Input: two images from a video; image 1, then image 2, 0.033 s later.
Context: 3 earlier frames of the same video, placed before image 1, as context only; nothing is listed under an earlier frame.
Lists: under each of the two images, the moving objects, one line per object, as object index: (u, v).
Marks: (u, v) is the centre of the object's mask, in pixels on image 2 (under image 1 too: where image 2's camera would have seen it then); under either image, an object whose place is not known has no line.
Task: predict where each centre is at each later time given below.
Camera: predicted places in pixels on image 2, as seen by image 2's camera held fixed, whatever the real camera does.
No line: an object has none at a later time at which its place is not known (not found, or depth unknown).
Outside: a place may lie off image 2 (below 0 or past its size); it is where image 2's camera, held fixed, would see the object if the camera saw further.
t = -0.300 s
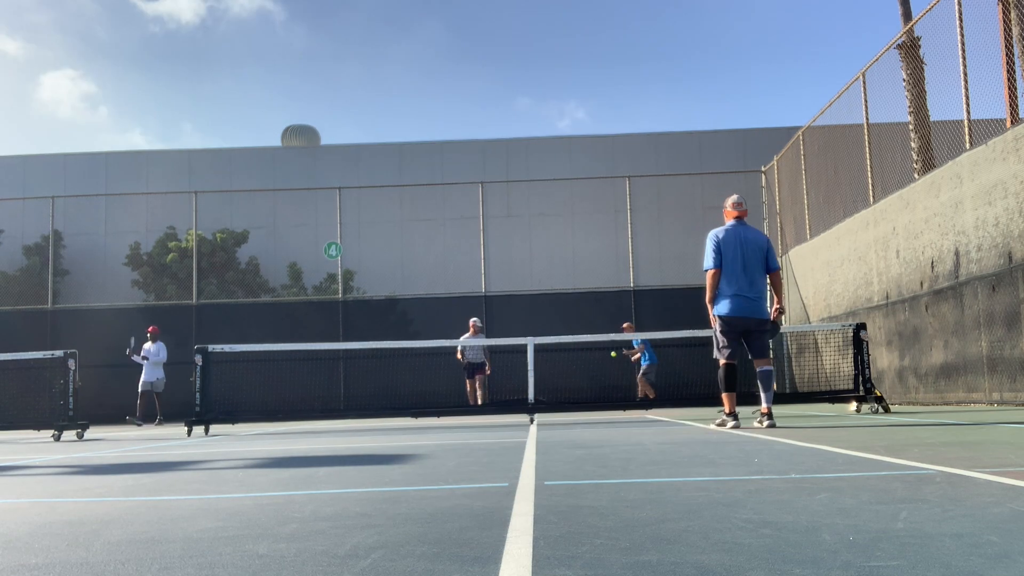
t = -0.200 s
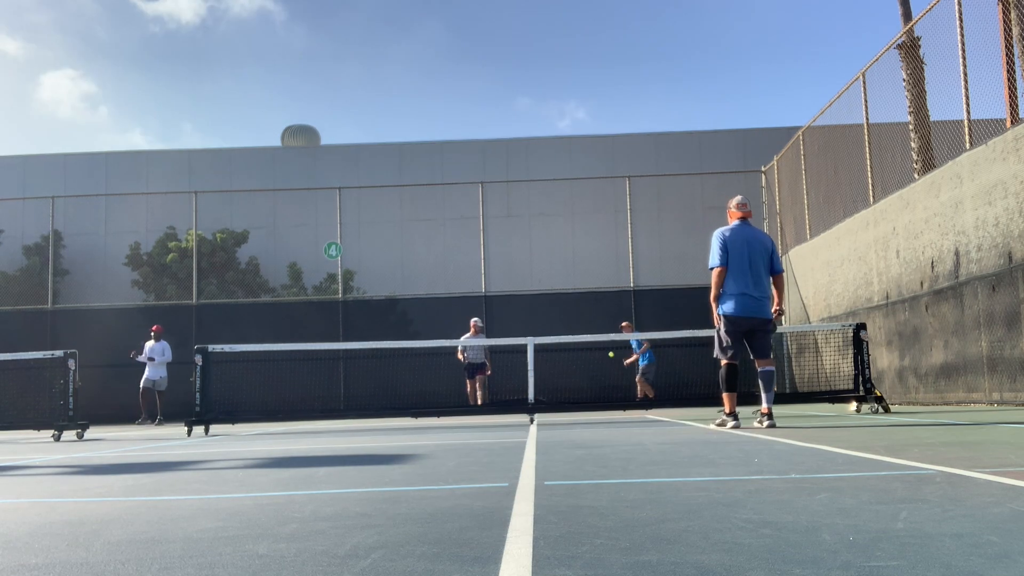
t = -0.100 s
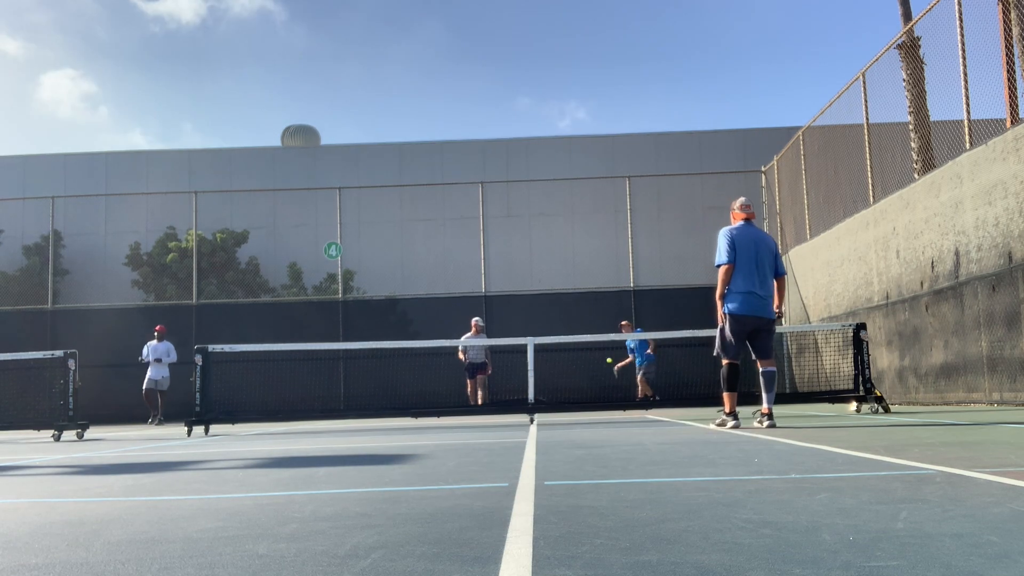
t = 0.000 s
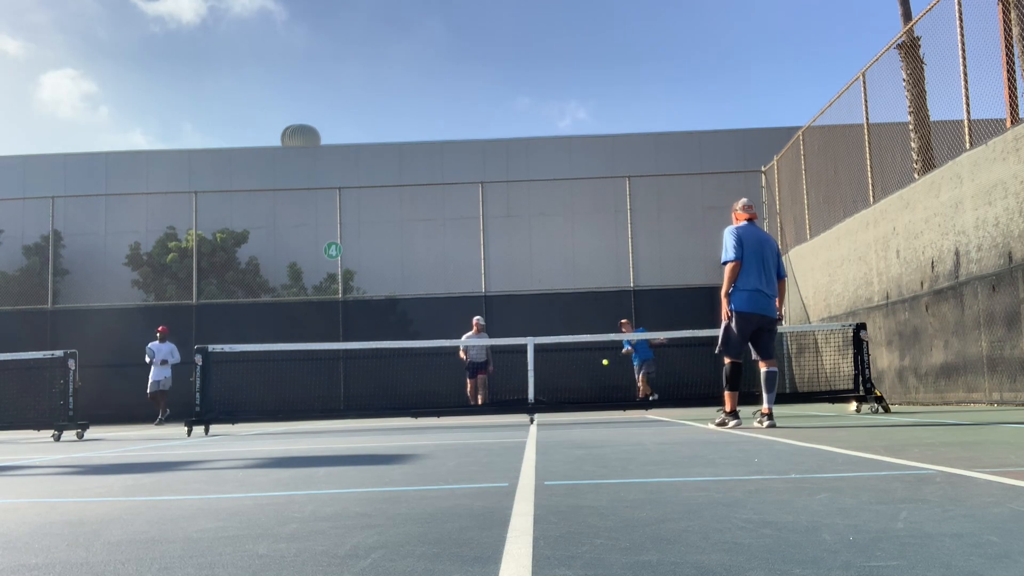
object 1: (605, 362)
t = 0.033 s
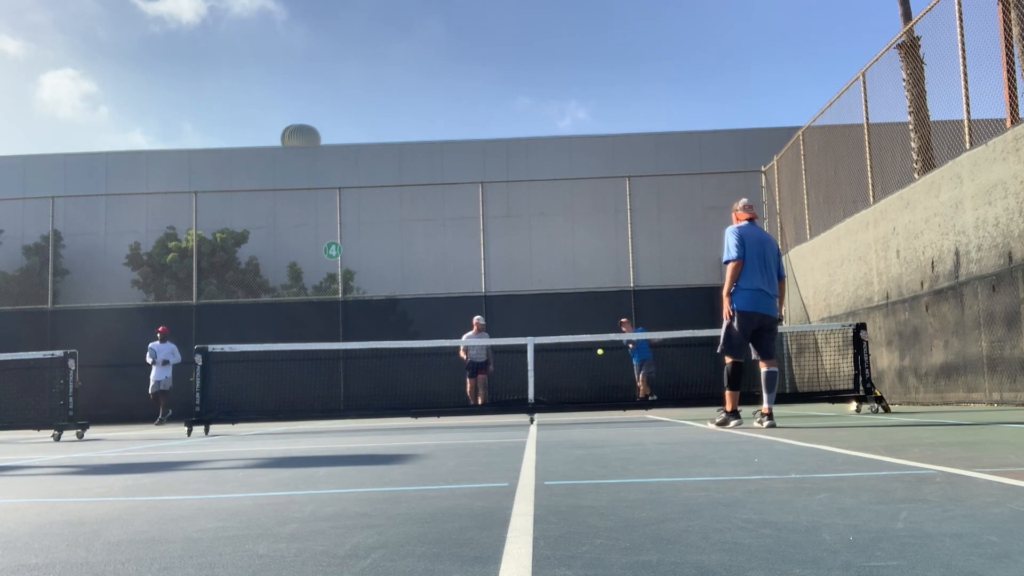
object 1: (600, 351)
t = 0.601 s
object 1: (433, 271)
